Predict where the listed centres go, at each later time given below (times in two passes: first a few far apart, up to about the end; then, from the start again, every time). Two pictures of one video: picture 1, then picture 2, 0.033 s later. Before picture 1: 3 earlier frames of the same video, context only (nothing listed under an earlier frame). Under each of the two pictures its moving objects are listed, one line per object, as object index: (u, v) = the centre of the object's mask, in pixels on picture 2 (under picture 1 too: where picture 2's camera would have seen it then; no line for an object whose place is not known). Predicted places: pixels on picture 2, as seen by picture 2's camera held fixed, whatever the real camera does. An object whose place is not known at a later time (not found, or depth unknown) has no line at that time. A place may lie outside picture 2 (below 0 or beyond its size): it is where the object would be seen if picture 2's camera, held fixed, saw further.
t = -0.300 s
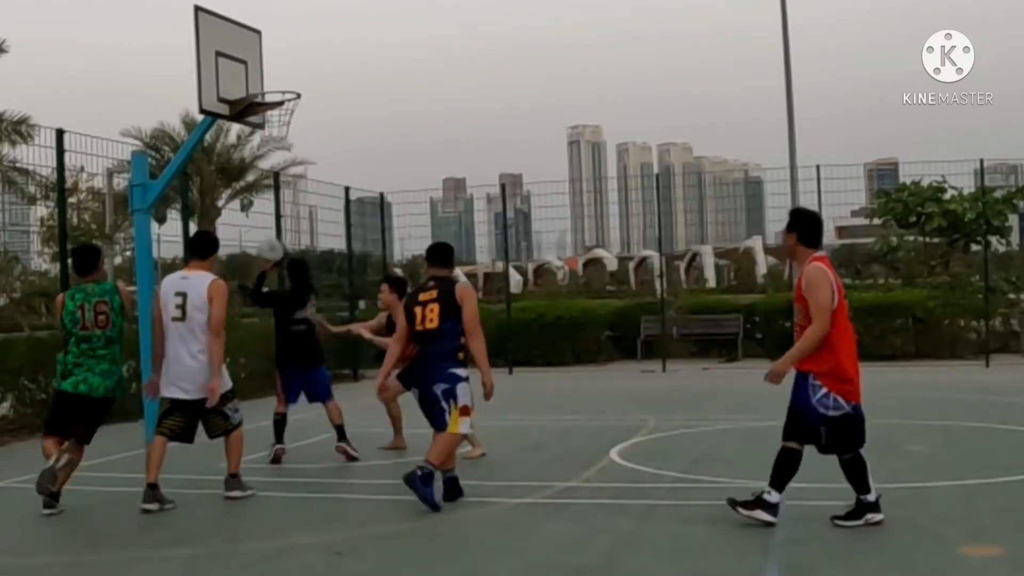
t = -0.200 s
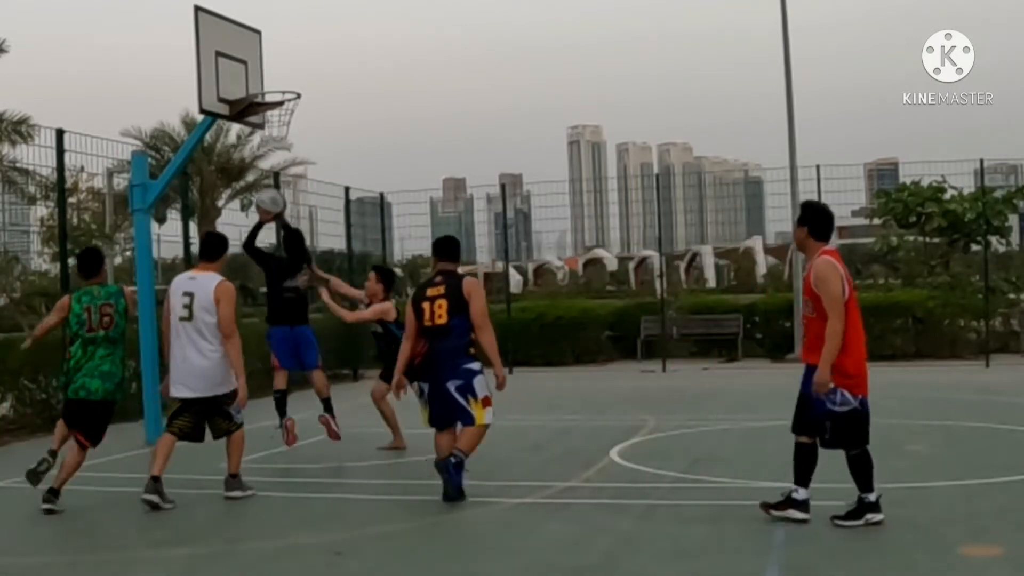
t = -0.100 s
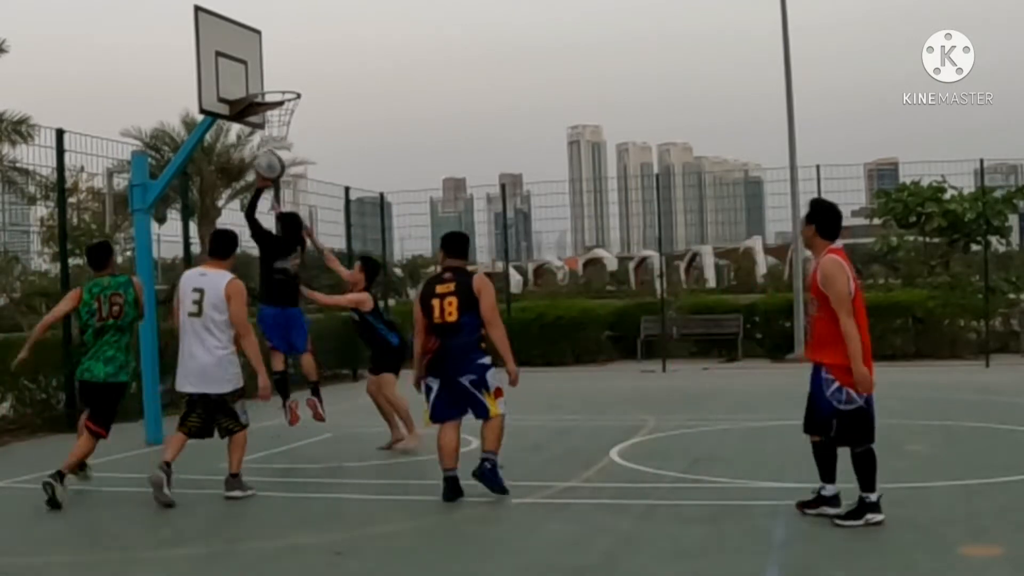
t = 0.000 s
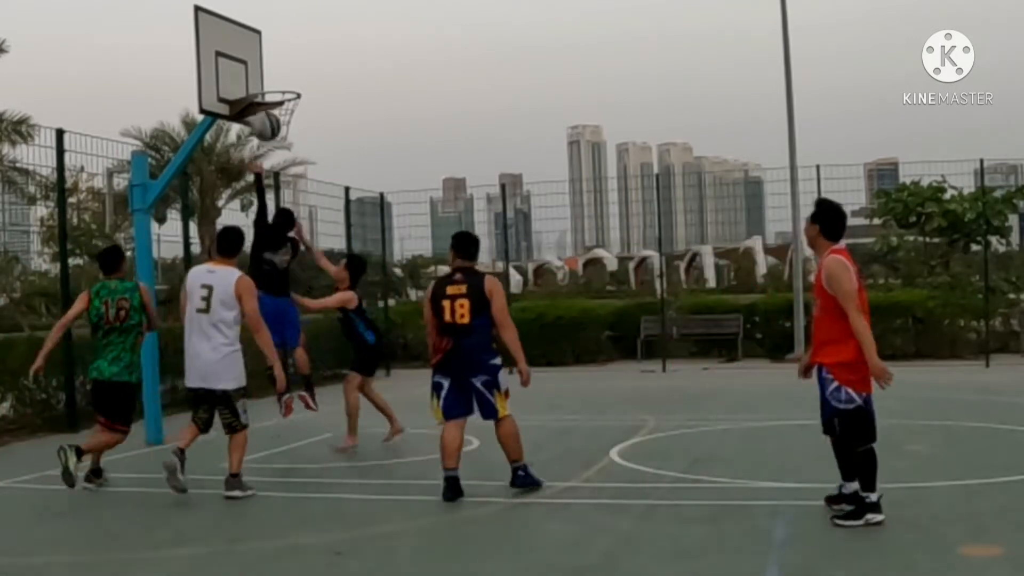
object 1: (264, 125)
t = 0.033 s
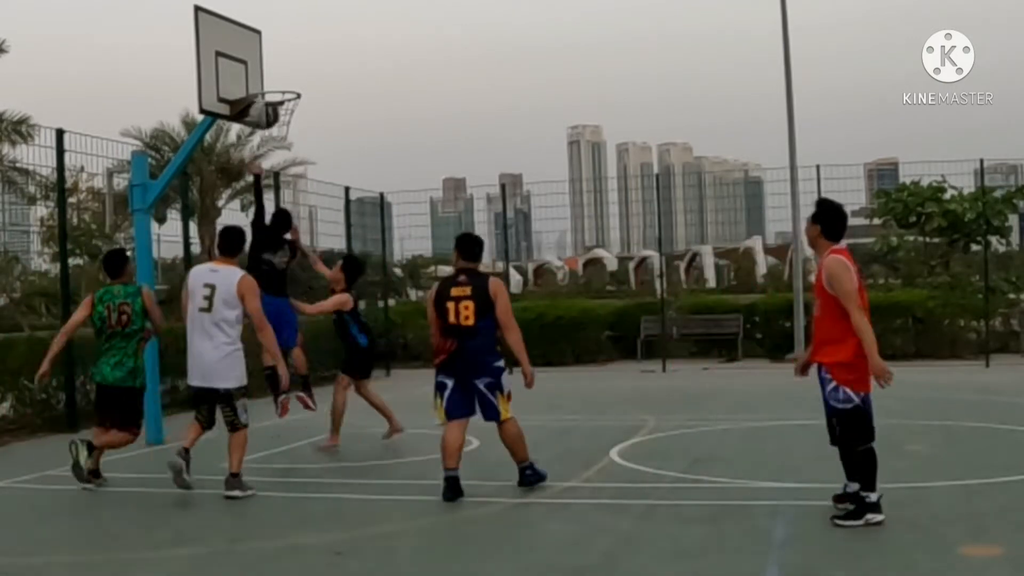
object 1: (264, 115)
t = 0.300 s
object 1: (253, 75)
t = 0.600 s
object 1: (260, 84)
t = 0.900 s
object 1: (285, 100)
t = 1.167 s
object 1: (276, 120)
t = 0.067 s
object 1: (262, 104)
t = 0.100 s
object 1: (261, 96)
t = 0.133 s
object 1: (259, 89)
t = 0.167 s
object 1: (258, 83)
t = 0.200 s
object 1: (257, 79)
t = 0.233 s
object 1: (255, 76)
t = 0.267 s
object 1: (254, 75)
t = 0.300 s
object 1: (253, 75)
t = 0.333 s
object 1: (252, 76)
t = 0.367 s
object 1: (251, 78)
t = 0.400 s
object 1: (249, 80)
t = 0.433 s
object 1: (249, 82)
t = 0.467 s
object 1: (251, 81)
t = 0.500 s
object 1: (253, 80)
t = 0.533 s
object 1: (256, 81)
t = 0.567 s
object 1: (258, 81)
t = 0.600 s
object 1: (260, 84)
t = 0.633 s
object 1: (264, 83)
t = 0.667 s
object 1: (268, 86)
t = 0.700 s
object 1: (272, 88)
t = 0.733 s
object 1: (275, 90)
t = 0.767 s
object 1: (279, 92)
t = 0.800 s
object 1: (280, 92)
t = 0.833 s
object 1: (282, 93)
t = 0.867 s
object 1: (283, 96)
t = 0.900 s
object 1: (285, 100)
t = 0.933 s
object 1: (286, 103)
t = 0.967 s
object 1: (287, 105)
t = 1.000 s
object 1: (286, 107)
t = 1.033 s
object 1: (284, 110)
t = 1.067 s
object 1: (282, 112)
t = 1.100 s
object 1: (281, 116)
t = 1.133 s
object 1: (278, 118)
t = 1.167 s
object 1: (276, 120)
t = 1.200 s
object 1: (274, 125)
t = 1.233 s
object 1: (272, 129)
